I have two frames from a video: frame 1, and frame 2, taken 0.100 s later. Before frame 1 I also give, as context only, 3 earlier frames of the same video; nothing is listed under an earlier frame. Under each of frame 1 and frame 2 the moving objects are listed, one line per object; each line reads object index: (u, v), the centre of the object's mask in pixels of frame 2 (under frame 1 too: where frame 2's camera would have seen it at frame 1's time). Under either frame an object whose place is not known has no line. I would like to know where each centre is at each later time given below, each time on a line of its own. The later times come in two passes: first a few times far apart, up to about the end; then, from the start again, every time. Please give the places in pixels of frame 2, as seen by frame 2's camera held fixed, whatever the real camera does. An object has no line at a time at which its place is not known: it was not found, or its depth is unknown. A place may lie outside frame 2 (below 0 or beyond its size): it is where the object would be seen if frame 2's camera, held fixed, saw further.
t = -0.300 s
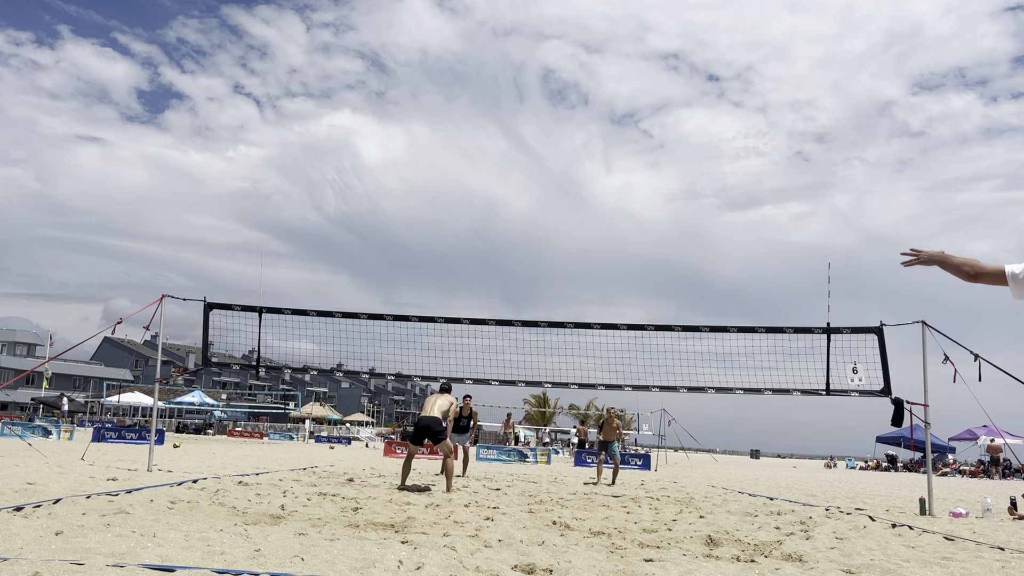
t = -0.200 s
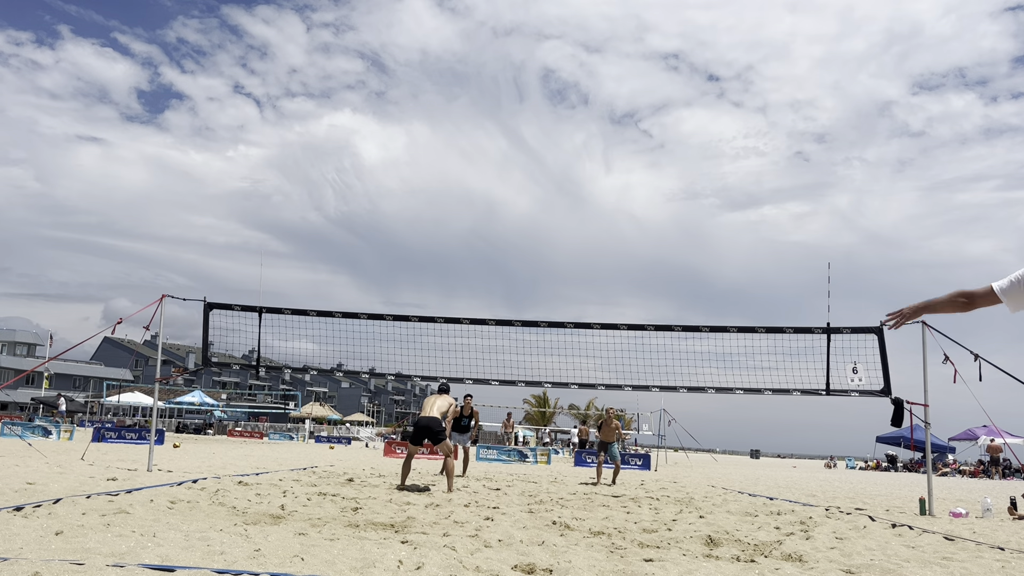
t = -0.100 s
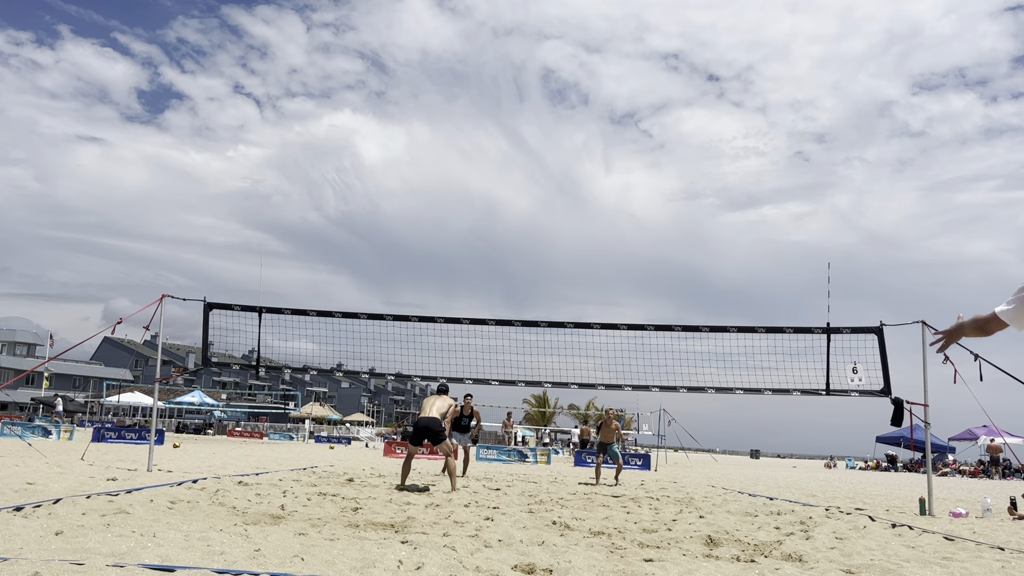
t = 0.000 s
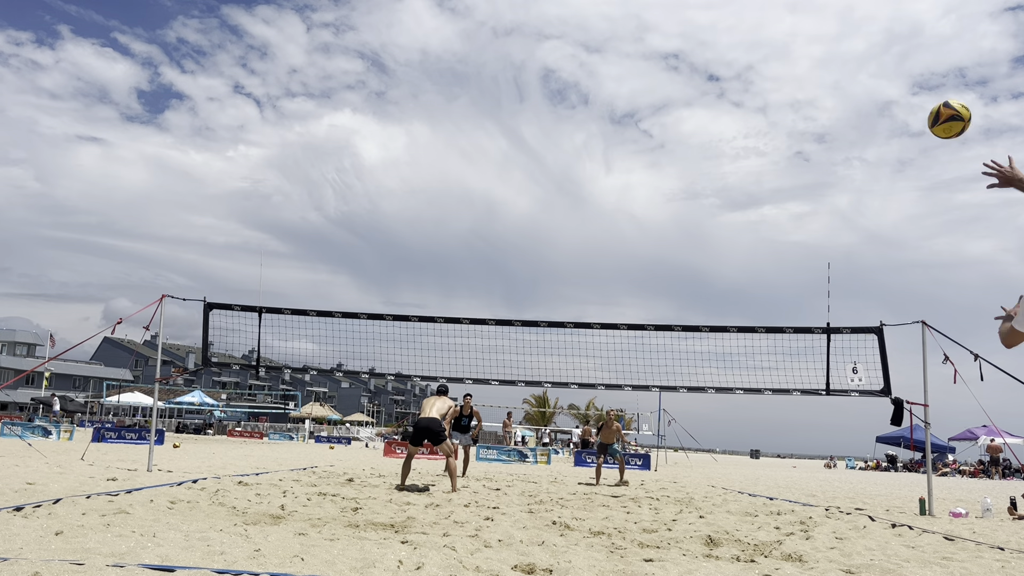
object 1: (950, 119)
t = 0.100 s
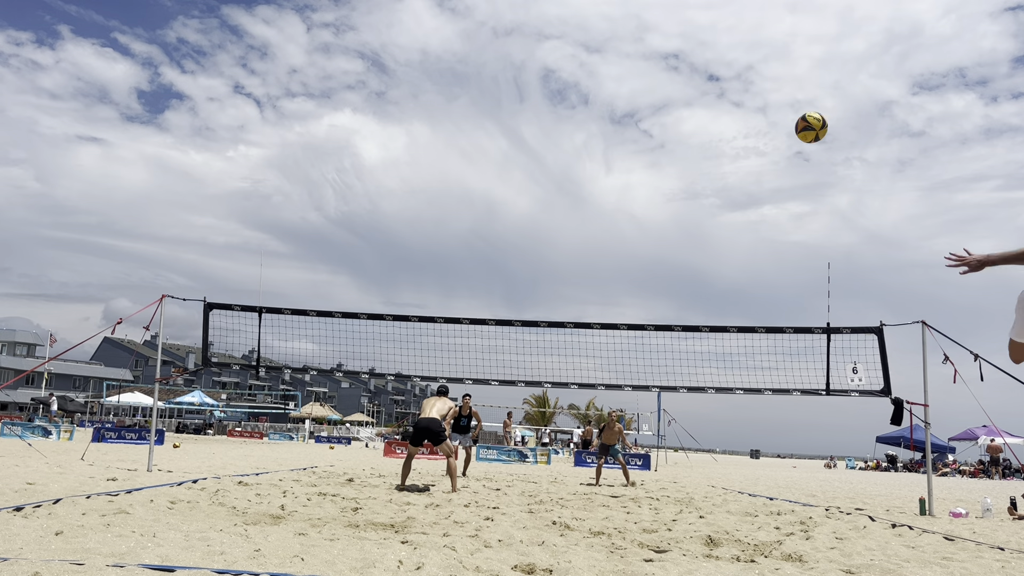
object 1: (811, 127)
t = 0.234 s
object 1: (695, 149)
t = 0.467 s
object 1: (574, 207)
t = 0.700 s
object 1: (503, 276)
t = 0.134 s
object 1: (777, 132)
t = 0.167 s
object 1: (746, 137)
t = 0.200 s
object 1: (719, 143)
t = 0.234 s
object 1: (695, 149)
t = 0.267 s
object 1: (673, 157)
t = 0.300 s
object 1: (652, 164)
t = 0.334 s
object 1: (634, 173)
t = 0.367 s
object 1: (617, 181)
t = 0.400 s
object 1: (602, 190)
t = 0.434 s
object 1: (587, 199)
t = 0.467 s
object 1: (574, 207)
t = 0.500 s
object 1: (562, 217)
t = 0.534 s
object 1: (550, 226)
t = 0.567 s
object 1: (540, 236)
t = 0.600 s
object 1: (529, 245)
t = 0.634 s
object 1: (520, 255)
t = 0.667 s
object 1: (511, 265)
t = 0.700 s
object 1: (503, 276)
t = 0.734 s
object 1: (495, 286)
